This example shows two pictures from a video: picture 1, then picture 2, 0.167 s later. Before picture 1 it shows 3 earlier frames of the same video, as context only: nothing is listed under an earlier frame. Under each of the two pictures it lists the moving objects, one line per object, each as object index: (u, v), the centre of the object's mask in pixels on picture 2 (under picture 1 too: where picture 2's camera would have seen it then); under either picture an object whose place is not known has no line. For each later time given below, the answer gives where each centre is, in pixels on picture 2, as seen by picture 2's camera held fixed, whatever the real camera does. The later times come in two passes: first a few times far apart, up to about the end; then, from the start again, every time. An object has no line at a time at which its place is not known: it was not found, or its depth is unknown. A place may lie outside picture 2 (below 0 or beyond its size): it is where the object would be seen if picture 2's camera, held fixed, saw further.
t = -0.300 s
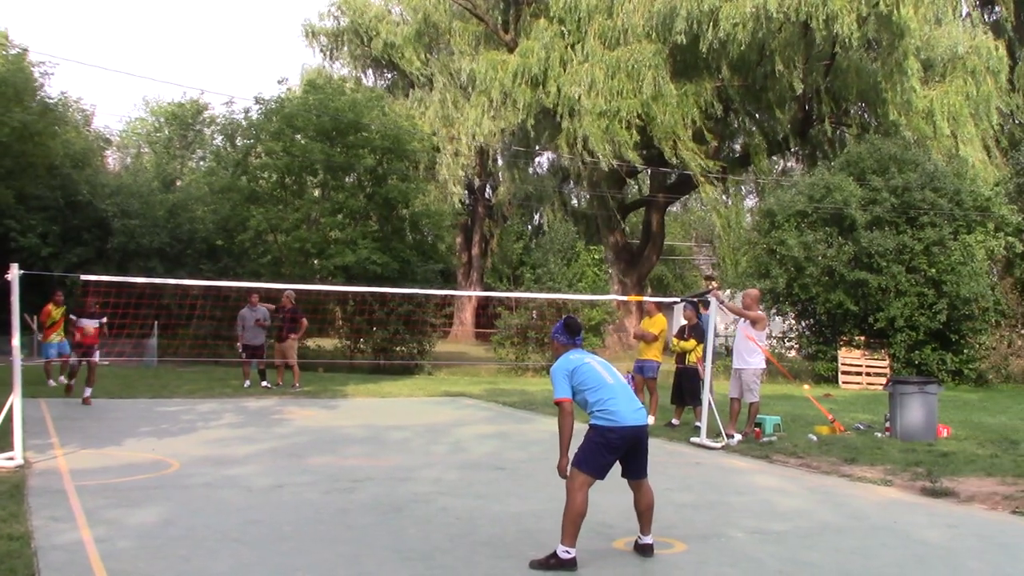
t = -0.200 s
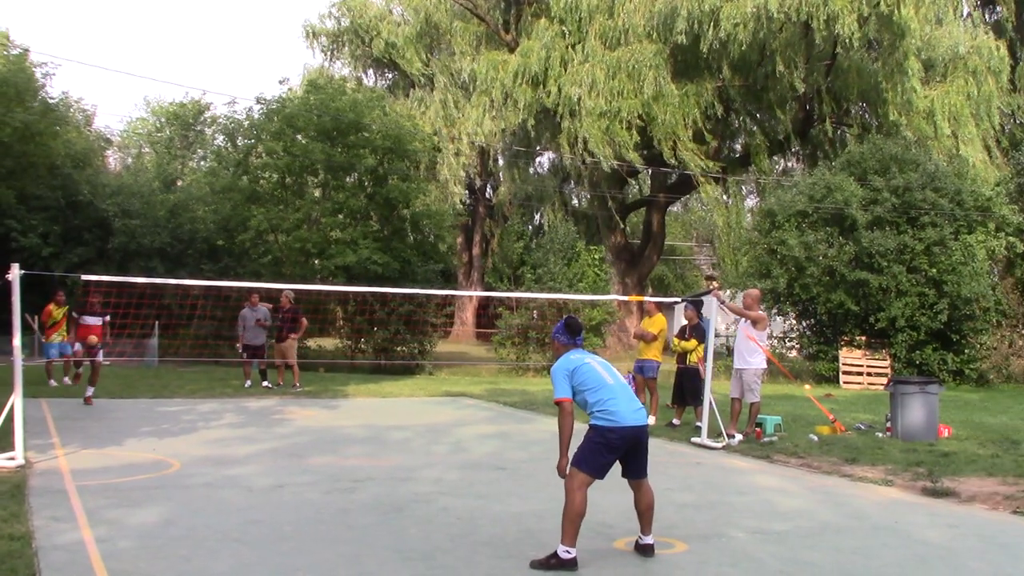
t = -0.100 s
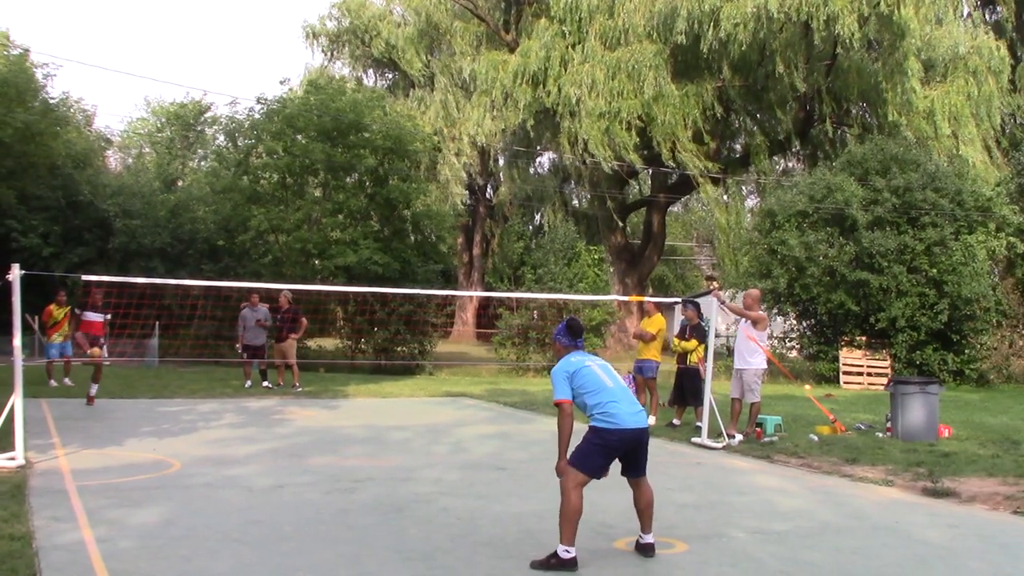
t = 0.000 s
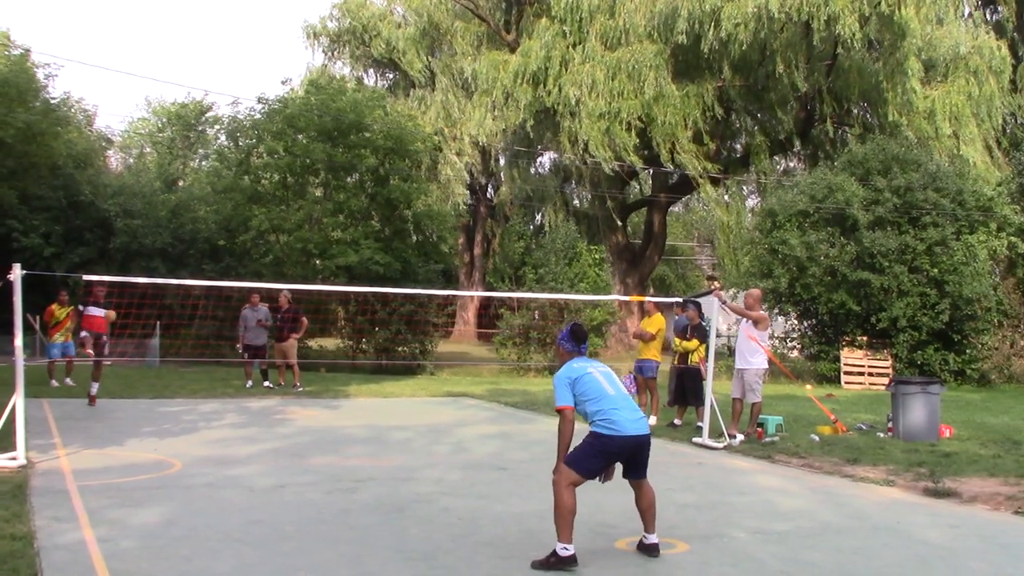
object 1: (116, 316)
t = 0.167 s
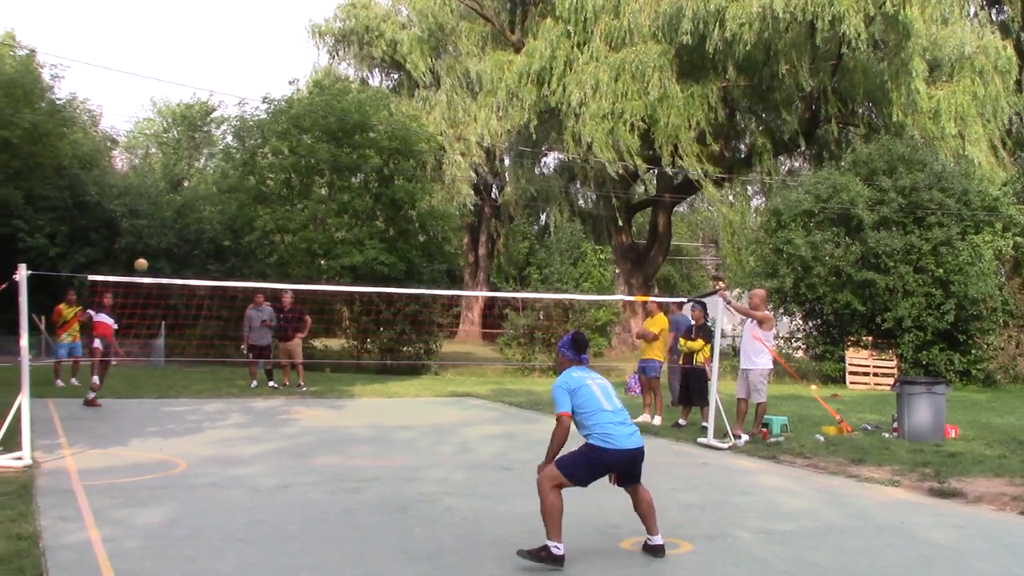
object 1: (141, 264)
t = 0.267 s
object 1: (158, 241)
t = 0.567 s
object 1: (226, 226)
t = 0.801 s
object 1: (307, 312)
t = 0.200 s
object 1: (146, 256)
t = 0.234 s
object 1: (152, 248)
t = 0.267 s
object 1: (158, 241)
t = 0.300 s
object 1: (164, 235)
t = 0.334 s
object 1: (171, 230)
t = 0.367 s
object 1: (177, 226)
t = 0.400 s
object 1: (185, 222)
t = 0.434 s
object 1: (192, 220)
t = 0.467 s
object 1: (200, 220)
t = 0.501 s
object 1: (208, 220)
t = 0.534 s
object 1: (217, 223)
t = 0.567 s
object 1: (226, 226)
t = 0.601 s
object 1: (235, 231)
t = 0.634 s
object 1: (246, 238)
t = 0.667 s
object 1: (256, 248)
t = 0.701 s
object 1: (268, 259)
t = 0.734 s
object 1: (280, 274)
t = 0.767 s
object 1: (294, 291)
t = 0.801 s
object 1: (307, 312)
